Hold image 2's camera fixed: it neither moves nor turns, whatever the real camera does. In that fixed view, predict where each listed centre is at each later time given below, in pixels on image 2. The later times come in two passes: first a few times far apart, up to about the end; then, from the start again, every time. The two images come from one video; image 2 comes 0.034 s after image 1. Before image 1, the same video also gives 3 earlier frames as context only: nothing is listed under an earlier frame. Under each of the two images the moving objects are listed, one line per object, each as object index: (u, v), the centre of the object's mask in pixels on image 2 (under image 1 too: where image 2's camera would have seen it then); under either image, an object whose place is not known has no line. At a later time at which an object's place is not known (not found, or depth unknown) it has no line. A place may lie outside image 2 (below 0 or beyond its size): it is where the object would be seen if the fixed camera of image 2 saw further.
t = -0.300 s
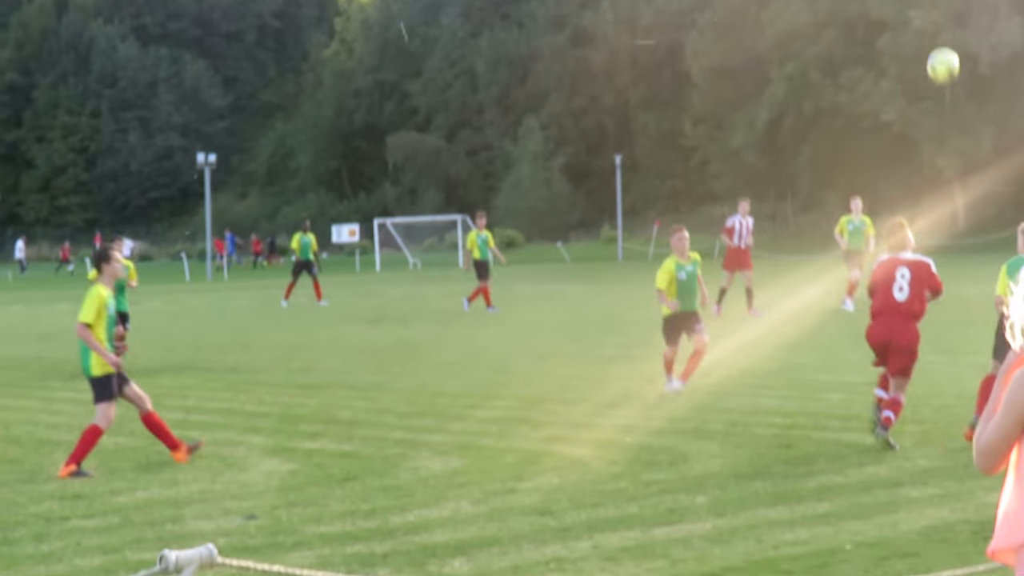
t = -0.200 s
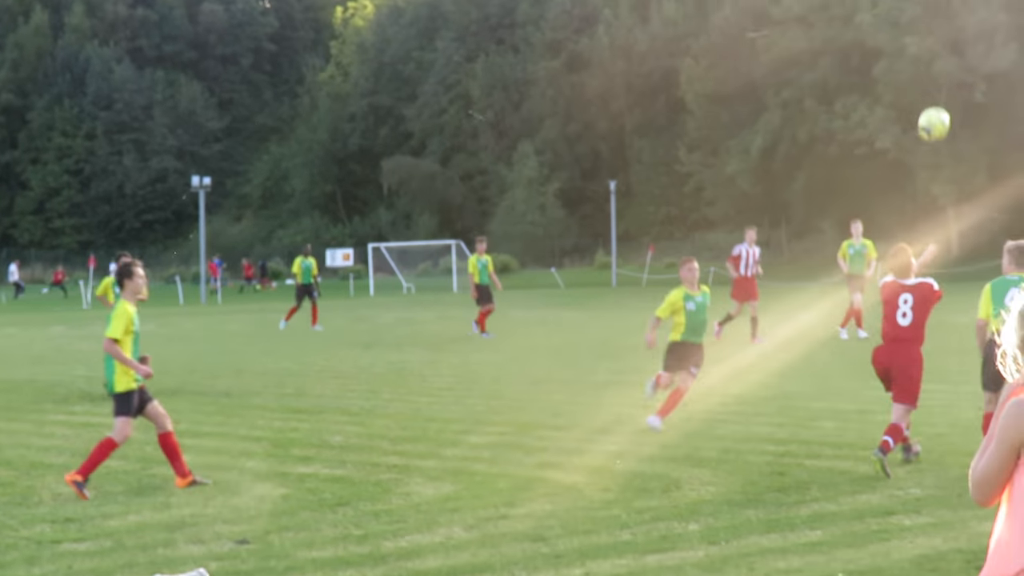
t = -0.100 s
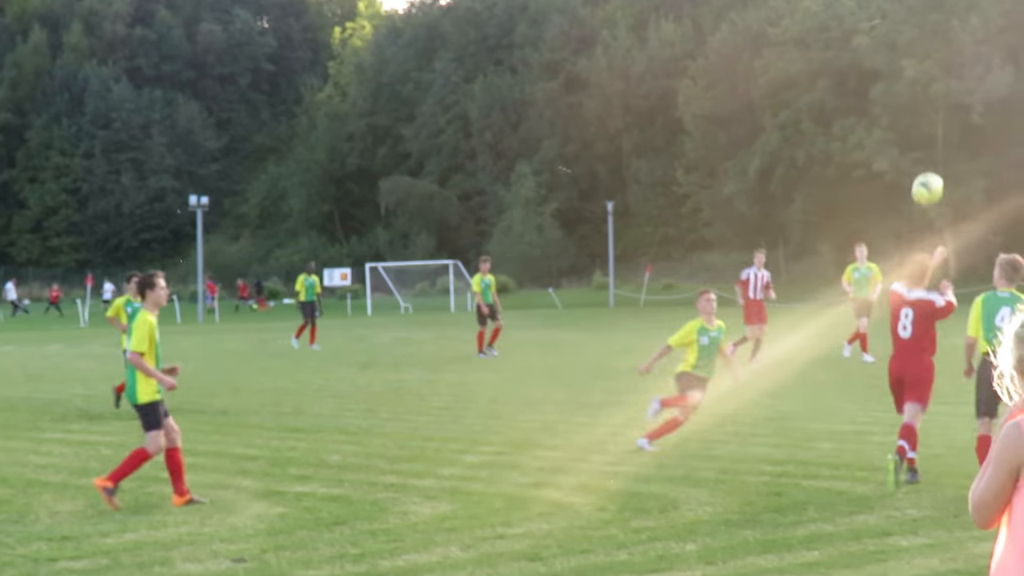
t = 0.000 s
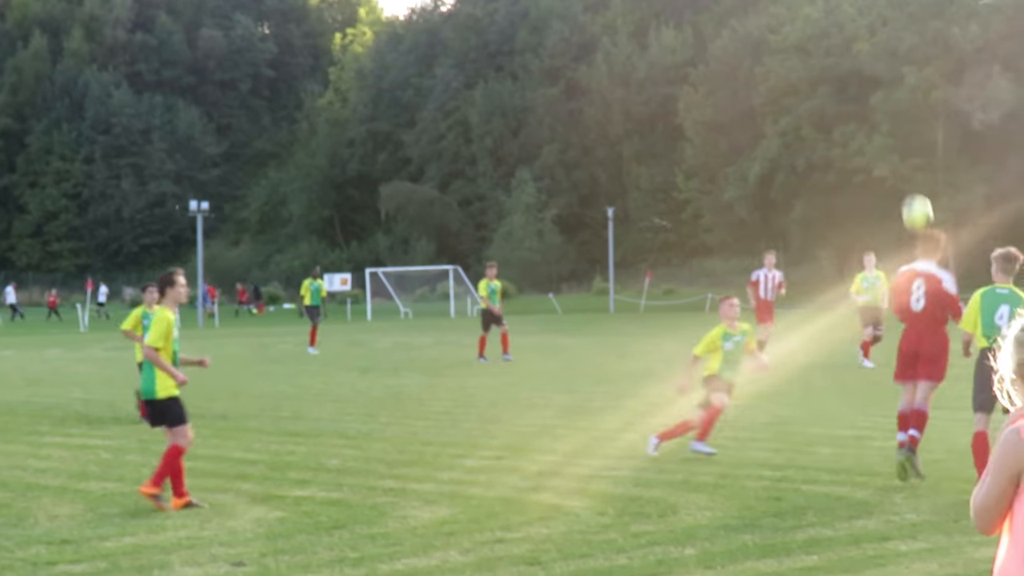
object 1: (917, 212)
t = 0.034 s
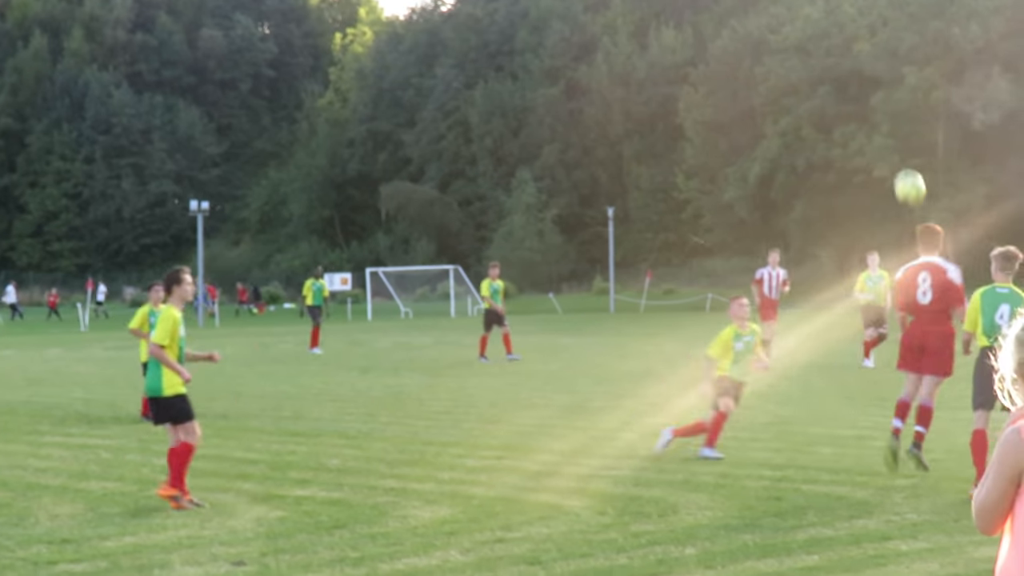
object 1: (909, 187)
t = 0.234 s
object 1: (861, 74)
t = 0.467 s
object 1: (811, 18)
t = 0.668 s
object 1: (771, 25)
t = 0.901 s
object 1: (728, 89)
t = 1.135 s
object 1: (687, 200)
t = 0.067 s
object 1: (901, 164)
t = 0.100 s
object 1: (892, 143)
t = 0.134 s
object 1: (885, 123)
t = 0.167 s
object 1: (877, 105)
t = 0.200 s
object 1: (868, 89)
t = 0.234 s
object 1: (861, 74)
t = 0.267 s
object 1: (854, 61)
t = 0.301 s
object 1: (846, 50)
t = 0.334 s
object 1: (839, 41)
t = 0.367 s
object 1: (832, 33)
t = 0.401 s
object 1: (825, 26)
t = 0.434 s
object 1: (819, 22)
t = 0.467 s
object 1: (811, 18)
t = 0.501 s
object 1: (804, 15)
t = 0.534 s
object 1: (798, 15)
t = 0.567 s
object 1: (791, 16)
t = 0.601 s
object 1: (784, 18)
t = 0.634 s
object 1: (778, 20)
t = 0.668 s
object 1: (771, 25)
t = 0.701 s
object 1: (765, 30)
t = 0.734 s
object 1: (759, 37)
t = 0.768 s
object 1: (753, 45)
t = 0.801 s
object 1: (746, 54)
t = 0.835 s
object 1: (740, 65)
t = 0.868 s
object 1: (734, 76)
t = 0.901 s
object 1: (728, 89)
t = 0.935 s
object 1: (722, 102)
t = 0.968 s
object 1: (716, 117)
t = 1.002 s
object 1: (711, 131)
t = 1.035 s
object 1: (704, 147)
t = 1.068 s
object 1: (699, 164)
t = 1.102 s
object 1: (692, 182)
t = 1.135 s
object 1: (687, 200)
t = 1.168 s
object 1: (682, 220)
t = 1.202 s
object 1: (676, 240)
